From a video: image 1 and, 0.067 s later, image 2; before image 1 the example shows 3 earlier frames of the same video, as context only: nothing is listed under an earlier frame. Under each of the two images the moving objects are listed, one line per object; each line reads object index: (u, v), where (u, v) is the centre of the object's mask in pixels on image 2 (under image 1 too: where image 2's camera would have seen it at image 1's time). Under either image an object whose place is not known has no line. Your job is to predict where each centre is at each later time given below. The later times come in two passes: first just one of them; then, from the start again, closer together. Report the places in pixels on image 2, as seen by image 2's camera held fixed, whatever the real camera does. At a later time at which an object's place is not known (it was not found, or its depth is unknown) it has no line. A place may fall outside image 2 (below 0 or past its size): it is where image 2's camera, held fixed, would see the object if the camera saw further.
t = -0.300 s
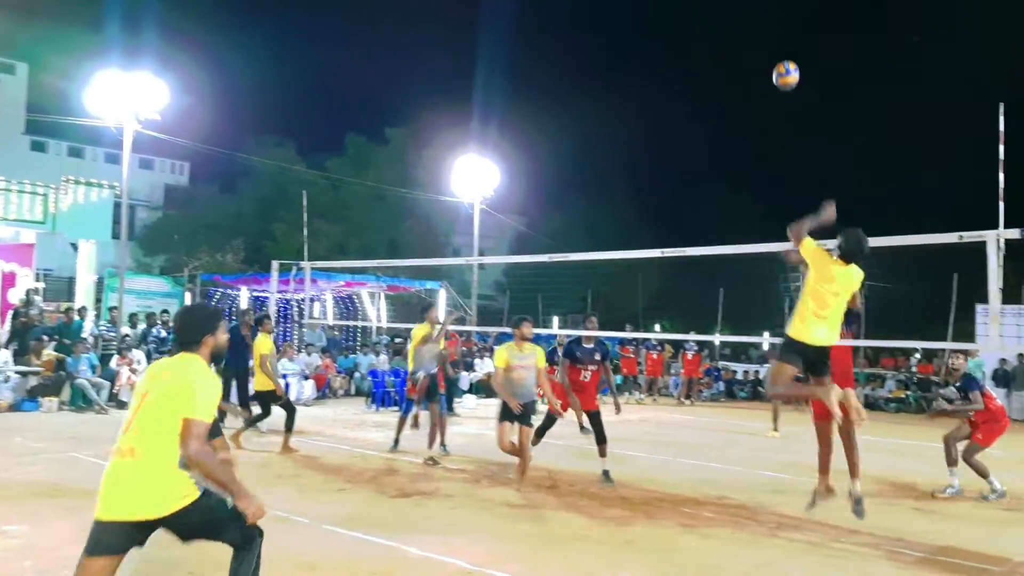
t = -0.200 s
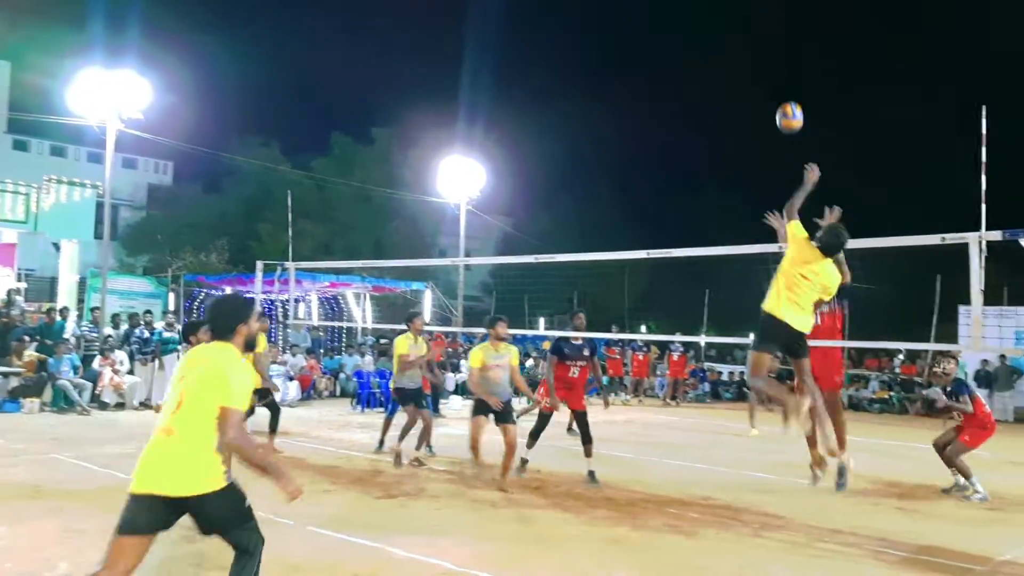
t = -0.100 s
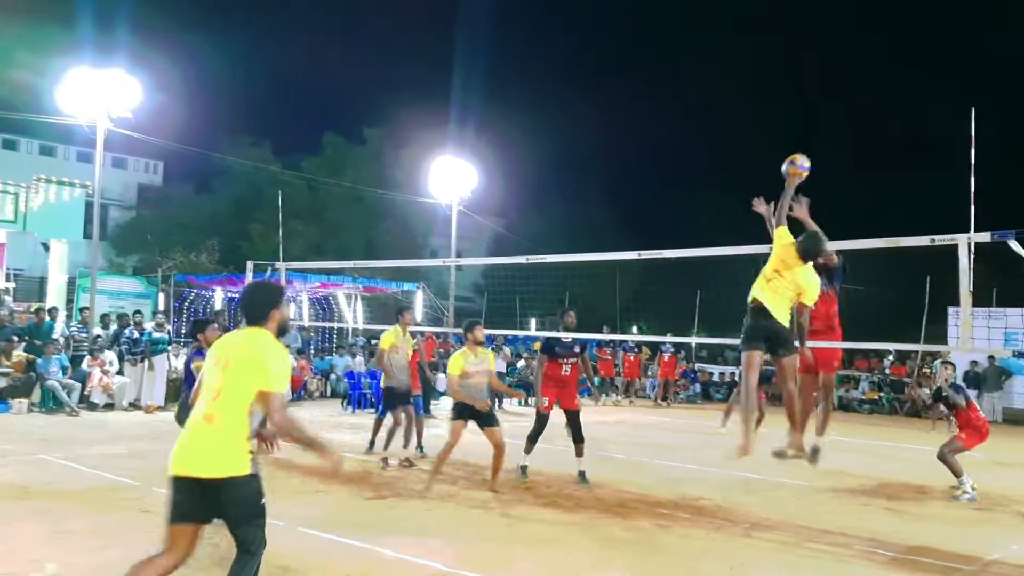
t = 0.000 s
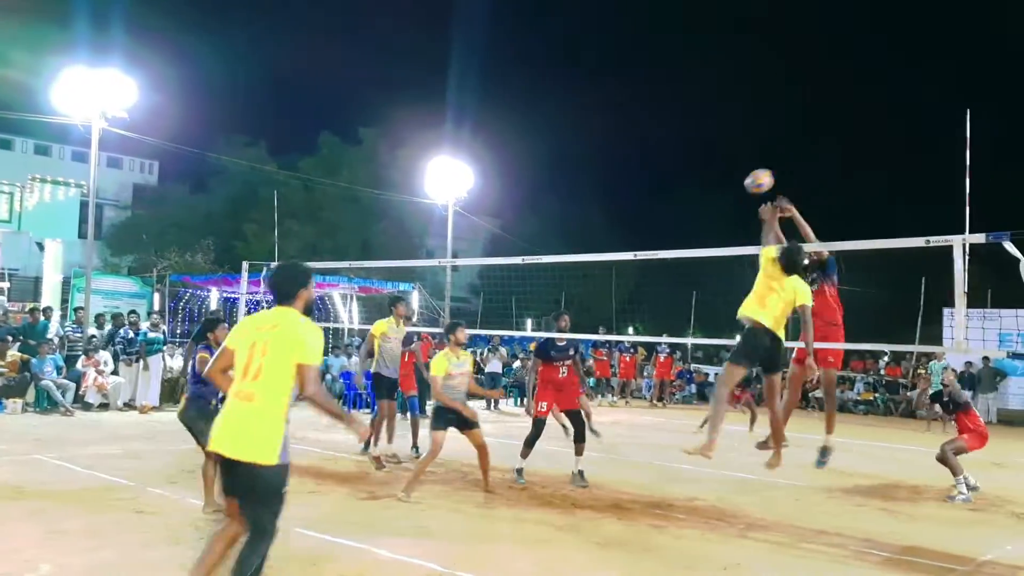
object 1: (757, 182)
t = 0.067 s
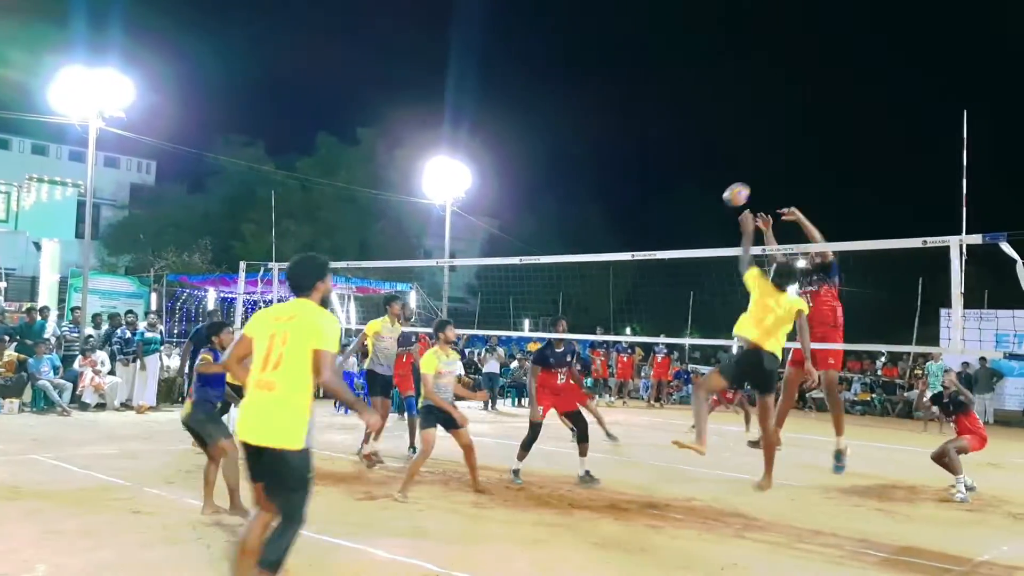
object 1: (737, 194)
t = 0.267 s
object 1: (688, 243)
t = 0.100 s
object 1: (727, 202)
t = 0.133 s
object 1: (718, 210)
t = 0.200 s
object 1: (702, 228)
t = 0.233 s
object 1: (695, 237)
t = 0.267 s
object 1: (688, 243)
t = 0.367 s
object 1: (666, 280)
